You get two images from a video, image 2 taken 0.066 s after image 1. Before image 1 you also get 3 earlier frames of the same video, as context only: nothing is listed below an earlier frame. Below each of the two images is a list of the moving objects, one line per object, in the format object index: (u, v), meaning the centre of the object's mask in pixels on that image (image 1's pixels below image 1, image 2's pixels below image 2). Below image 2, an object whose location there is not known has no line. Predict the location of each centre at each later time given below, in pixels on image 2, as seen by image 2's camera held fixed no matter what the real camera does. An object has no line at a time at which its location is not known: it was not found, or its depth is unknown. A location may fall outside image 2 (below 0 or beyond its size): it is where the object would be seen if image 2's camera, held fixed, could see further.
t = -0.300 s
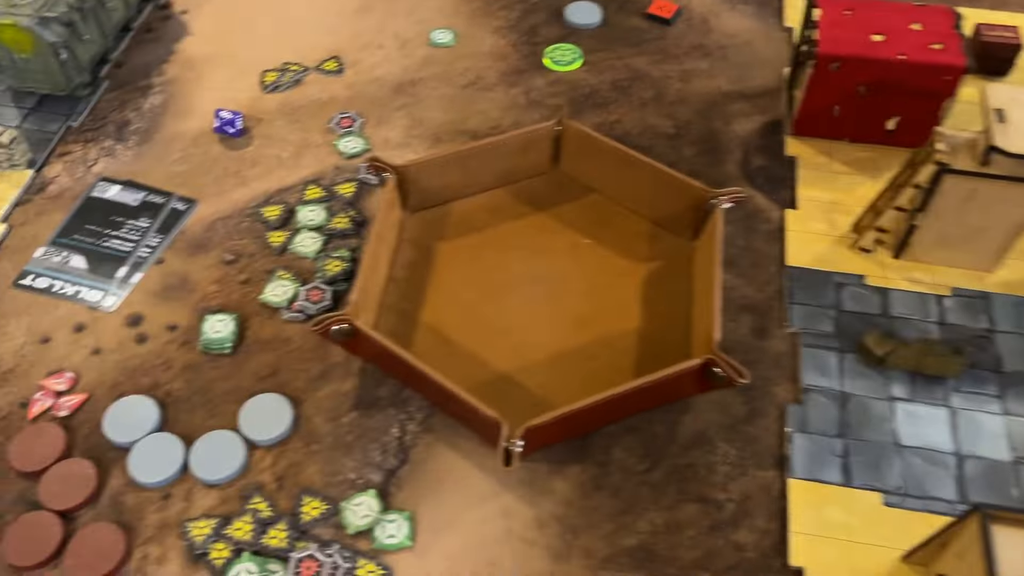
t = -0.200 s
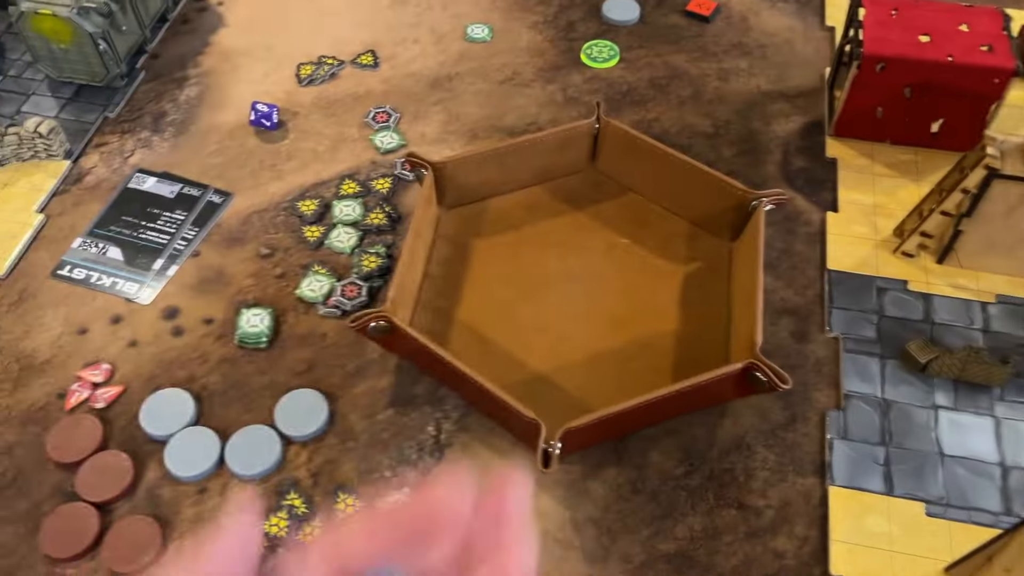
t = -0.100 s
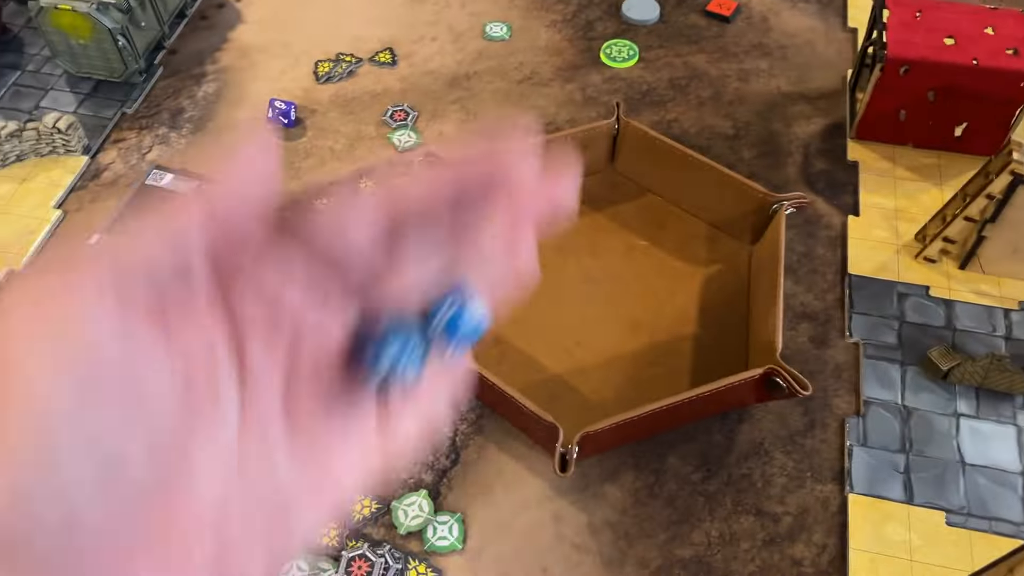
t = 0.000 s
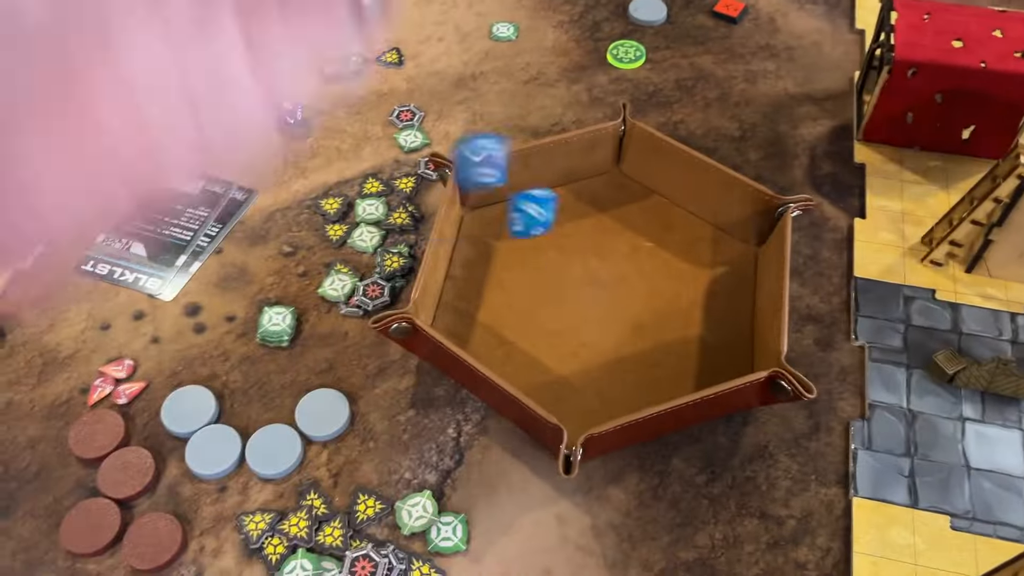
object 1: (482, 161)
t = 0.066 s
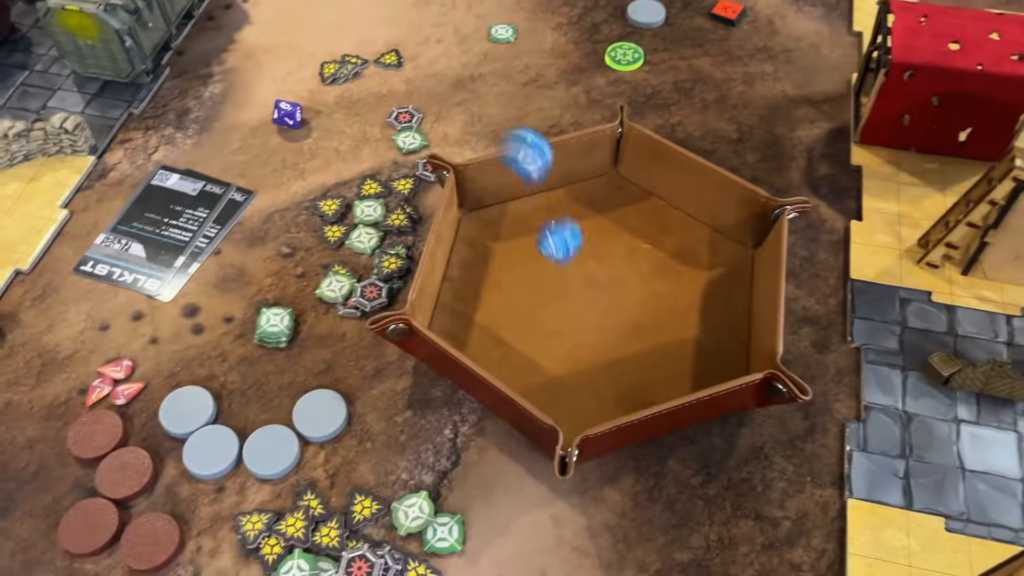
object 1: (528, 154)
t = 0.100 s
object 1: (548, 178)
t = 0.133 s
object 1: (561, 212)
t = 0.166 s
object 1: (574, 254)
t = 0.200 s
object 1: (606, 241)
